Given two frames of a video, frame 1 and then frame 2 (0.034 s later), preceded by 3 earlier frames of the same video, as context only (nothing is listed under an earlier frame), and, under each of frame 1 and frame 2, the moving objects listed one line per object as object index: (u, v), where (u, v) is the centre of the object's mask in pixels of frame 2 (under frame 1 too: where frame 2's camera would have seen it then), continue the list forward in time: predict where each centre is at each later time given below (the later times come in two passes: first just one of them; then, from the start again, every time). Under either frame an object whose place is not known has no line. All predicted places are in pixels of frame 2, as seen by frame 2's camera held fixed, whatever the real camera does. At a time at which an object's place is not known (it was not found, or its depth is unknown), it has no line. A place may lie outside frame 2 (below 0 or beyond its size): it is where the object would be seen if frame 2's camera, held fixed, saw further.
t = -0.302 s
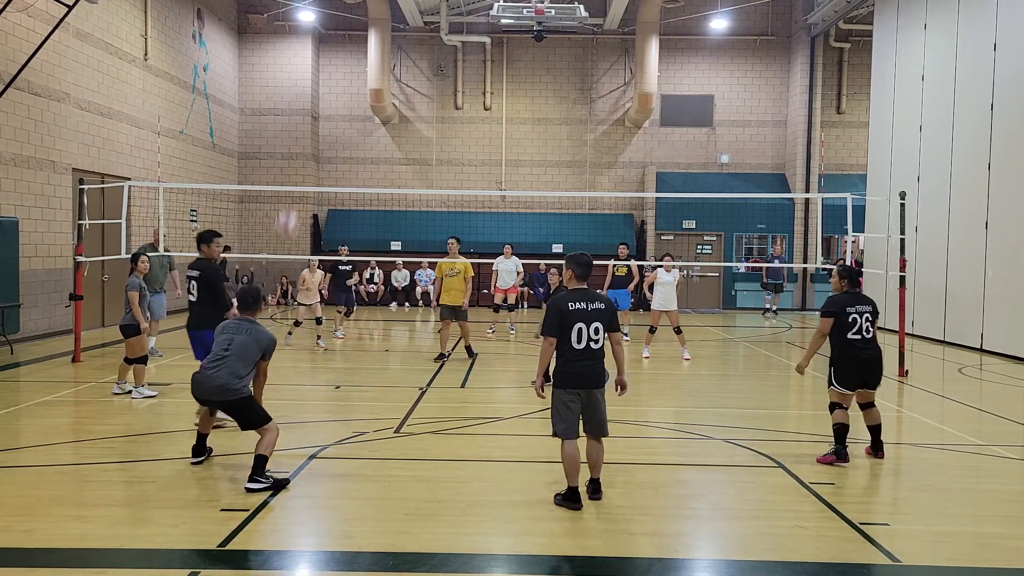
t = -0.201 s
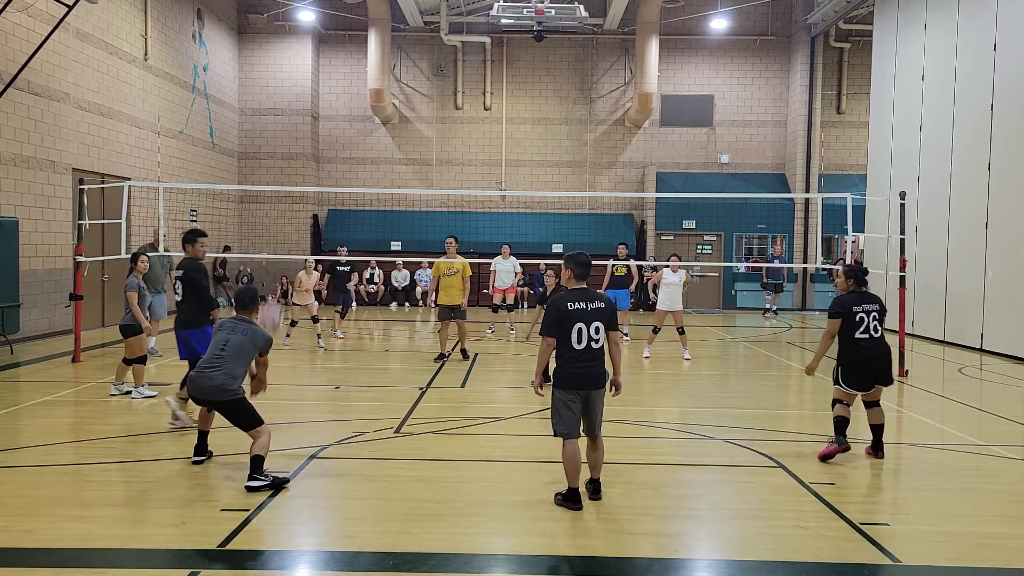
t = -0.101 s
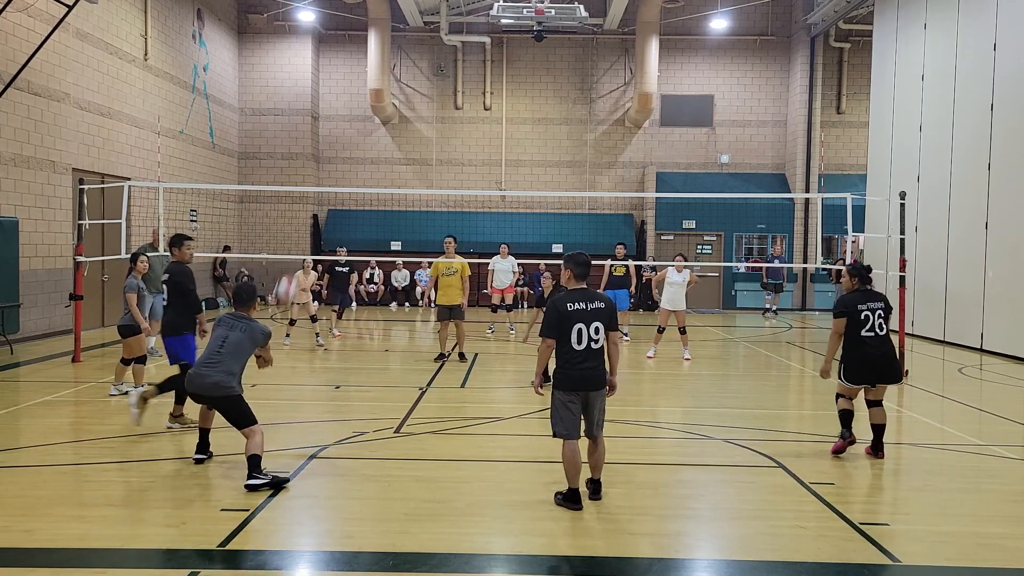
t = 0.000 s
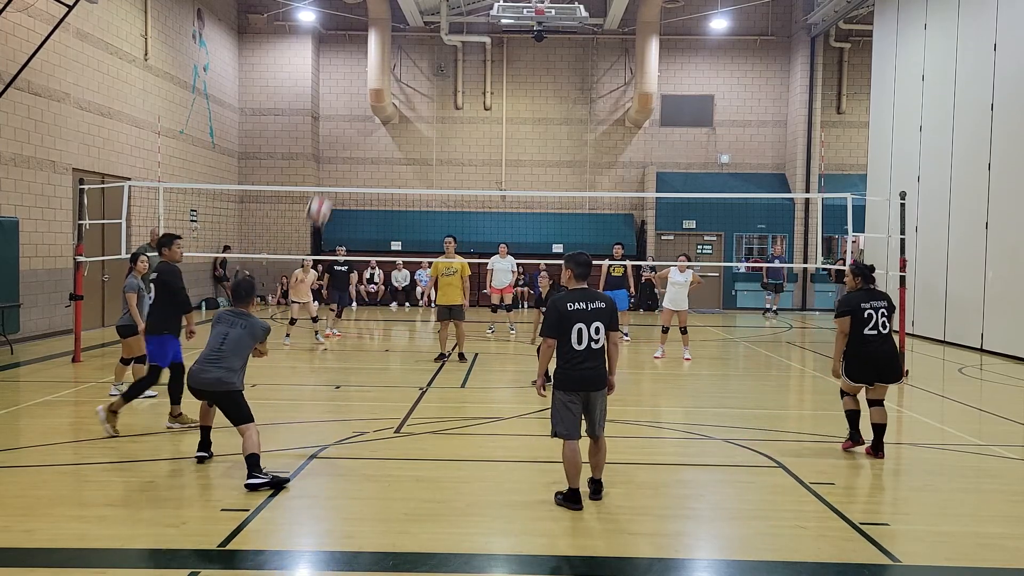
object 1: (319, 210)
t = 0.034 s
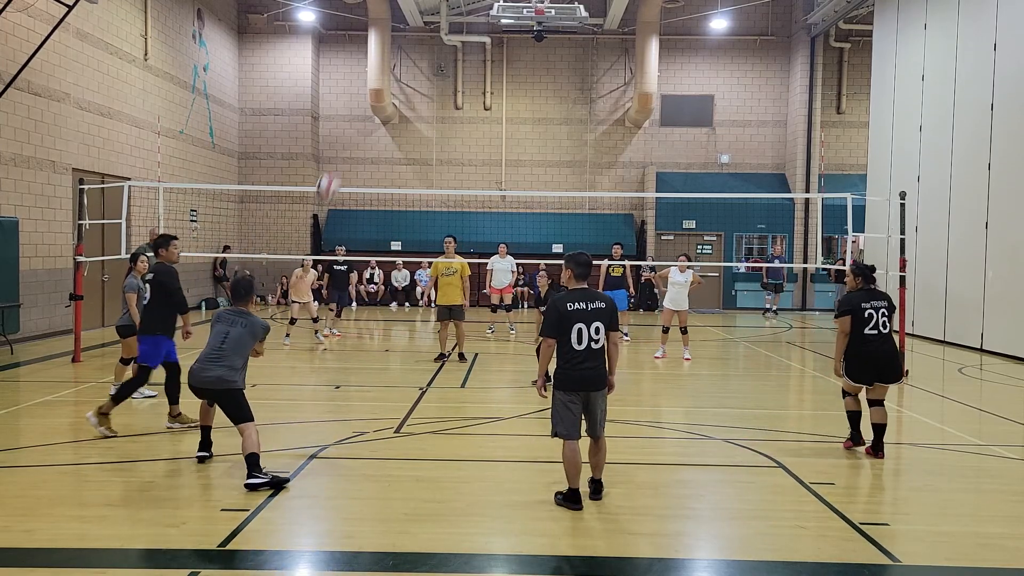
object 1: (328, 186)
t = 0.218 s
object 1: (372, 95)
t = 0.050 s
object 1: (332, 175)
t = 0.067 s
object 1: (336, 165)
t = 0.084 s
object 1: (341, 157)
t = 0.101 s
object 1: (345, 148)
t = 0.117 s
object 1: (349, 139)
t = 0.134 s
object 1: (353, 131)
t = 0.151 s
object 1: (358, 122)
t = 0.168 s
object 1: (362, 114)
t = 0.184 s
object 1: (366, 108)
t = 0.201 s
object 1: (369, 101)
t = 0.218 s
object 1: (372, 95)
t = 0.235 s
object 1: (376, 89)
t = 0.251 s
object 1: (380, 83)
